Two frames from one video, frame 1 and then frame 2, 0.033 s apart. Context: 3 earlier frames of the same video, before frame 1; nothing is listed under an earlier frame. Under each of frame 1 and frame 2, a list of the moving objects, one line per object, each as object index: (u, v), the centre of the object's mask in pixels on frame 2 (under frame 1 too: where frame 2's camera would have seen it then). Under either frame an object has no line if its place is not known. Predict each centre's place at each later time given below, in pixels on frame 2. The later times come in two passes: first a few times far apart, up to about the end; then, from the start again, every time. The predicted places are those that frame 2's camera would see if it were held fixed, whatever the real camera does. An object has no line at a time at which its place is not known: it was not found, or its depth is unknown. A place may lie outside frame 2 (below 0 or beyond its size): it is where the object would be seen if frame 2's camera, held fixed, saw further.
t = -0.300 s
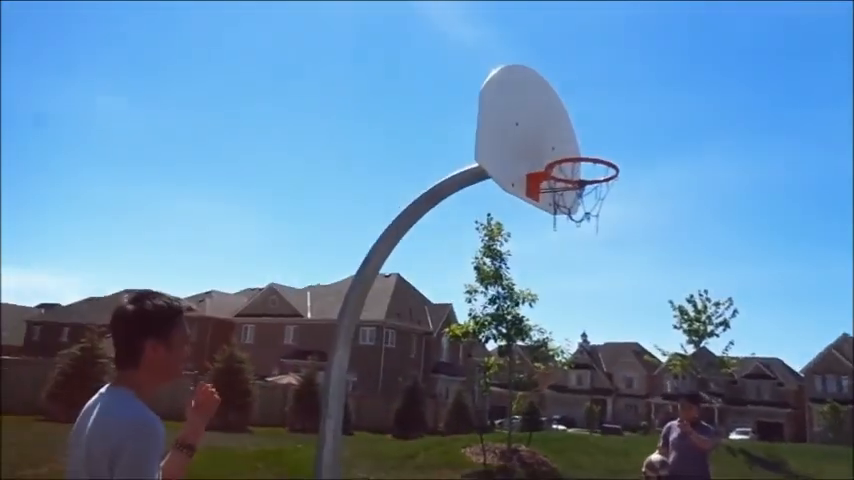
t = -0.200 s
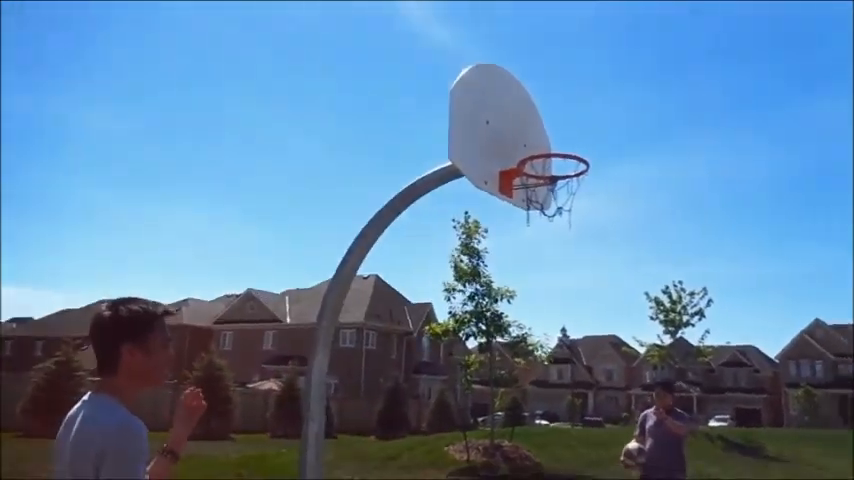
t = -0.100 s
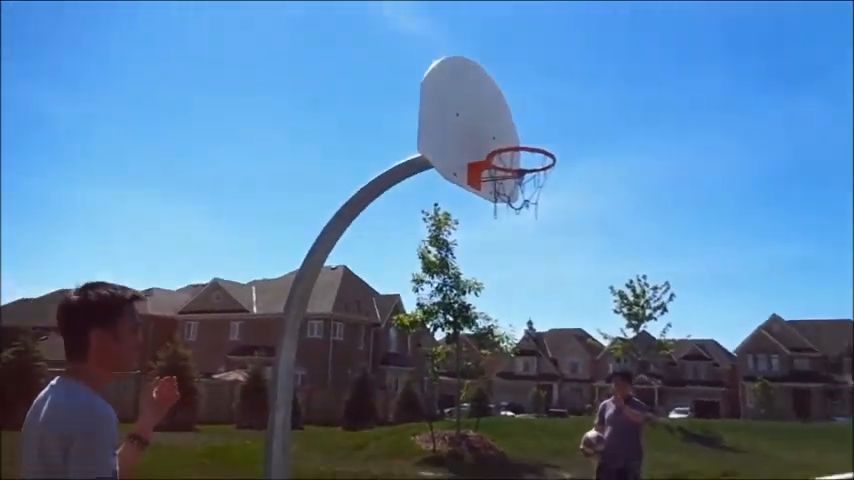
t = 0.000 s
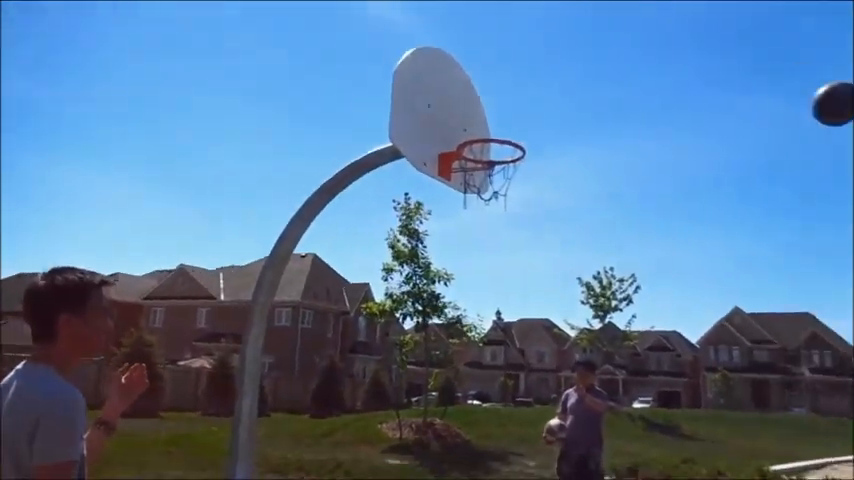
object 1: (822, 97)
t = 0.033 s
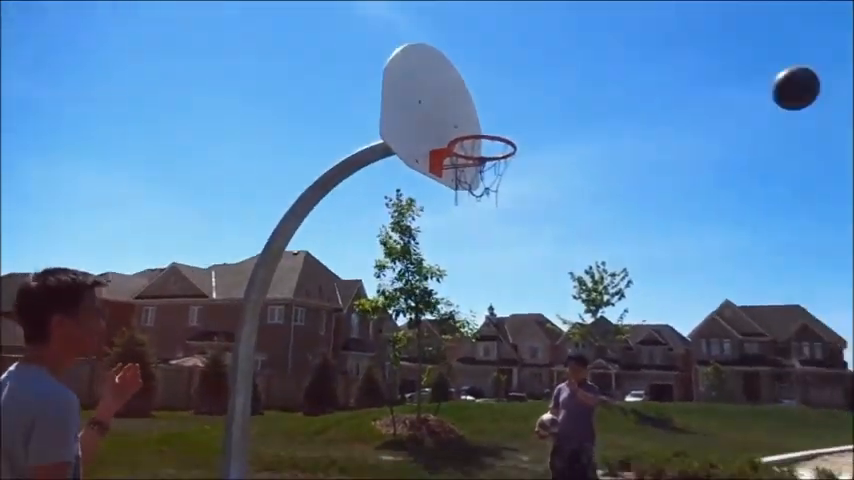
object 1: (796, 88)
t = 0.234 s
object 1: (650, 76)
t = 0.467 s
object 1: (524, 128)
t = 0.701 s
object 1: (480, 124)
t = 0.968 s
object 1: (507, 113)
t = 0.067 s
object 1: (768, 81)
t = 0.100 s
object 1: (742, 76)
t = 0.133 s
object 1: (717, 73)
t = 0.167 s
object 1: (693, 73)
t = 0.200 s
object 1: (671, 73)
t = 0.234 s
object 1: (650, 76)
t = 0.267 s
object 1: (630, 79)
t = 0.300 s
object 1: (610, 84)
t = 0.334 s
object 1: (591, 90)
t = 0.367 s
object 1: (573, 98)
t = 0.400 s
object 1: (556, 107)
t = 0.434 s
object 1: (540, 117)
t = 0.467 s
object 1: (524, 128)
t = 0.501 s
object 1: (509, 137)
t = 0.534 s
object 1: (497, 140)
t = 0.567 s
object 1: (484, 146)
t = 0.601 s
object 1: (475, 149)
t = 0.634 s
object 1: (476, 140)
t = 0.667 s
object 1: (477, 131)
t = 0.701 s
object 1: (480, 124)
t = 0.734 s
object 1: (483, 118)
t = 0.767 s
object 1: (485, 113)
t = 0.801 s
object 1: (488, 109)
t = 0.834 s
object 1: (492, 106)
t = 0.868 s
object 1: (495, 106)
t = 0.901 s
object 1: (499, 106)
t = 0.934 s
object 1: (503, 109)
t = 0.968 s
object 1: (507, 113)
